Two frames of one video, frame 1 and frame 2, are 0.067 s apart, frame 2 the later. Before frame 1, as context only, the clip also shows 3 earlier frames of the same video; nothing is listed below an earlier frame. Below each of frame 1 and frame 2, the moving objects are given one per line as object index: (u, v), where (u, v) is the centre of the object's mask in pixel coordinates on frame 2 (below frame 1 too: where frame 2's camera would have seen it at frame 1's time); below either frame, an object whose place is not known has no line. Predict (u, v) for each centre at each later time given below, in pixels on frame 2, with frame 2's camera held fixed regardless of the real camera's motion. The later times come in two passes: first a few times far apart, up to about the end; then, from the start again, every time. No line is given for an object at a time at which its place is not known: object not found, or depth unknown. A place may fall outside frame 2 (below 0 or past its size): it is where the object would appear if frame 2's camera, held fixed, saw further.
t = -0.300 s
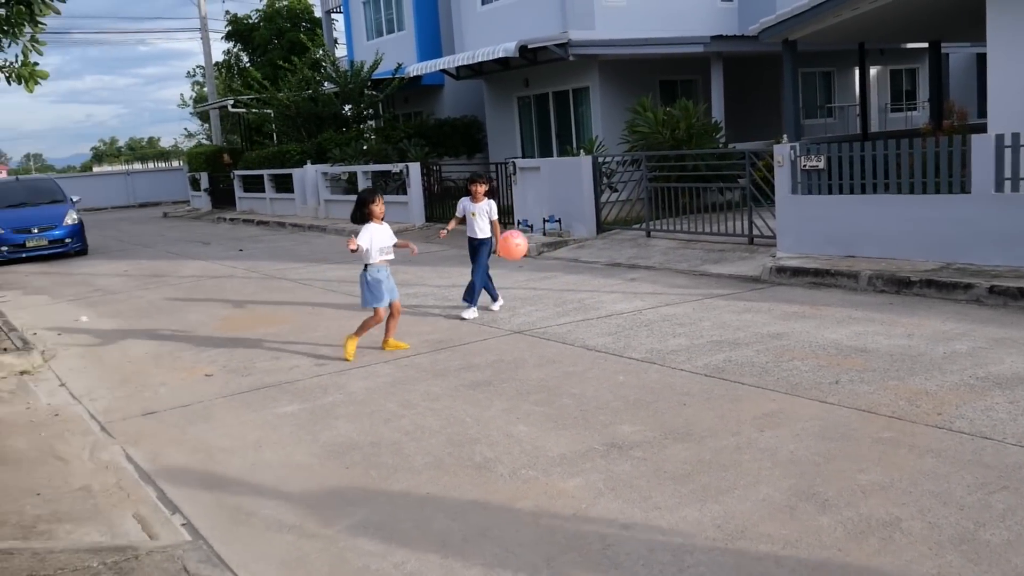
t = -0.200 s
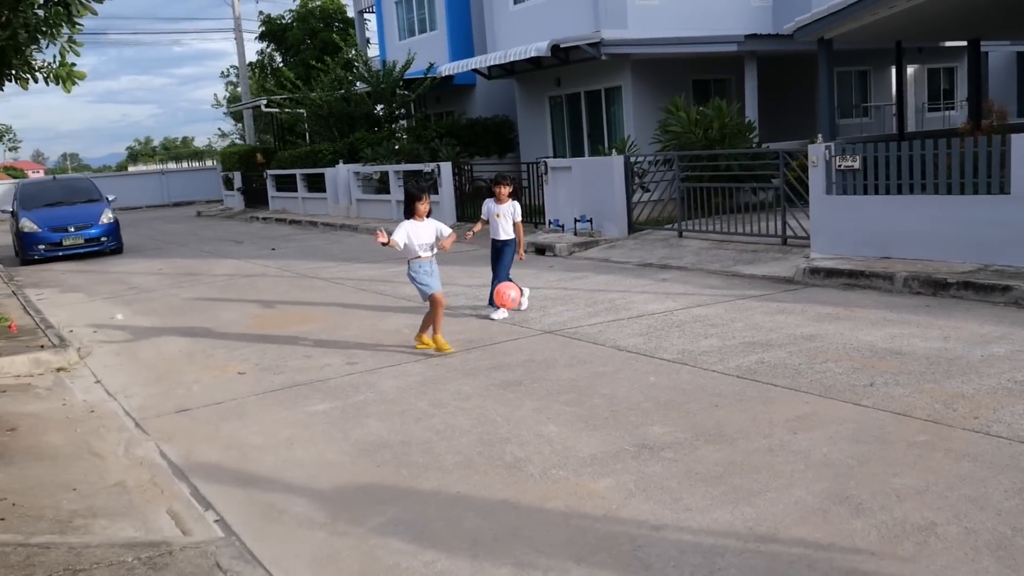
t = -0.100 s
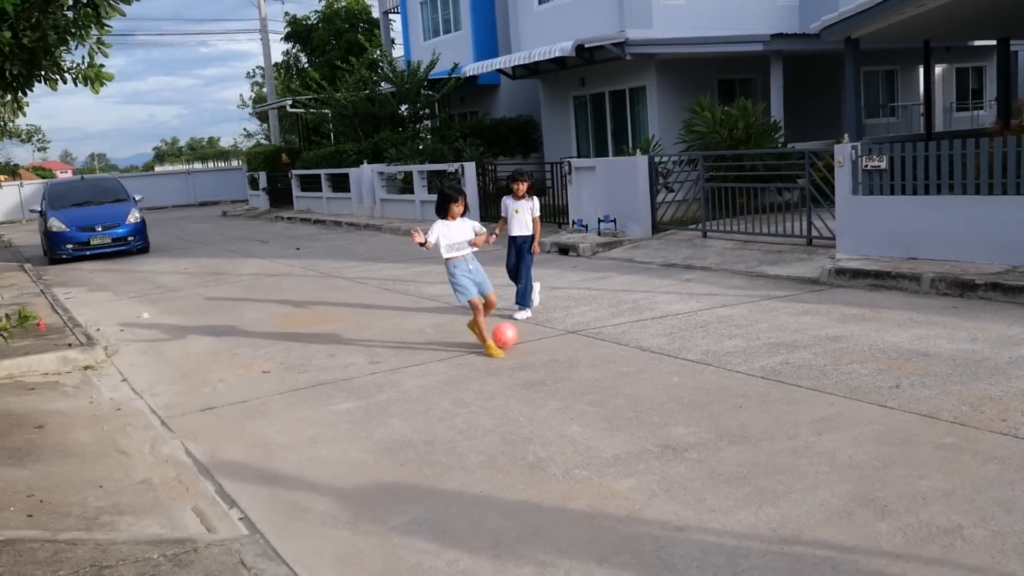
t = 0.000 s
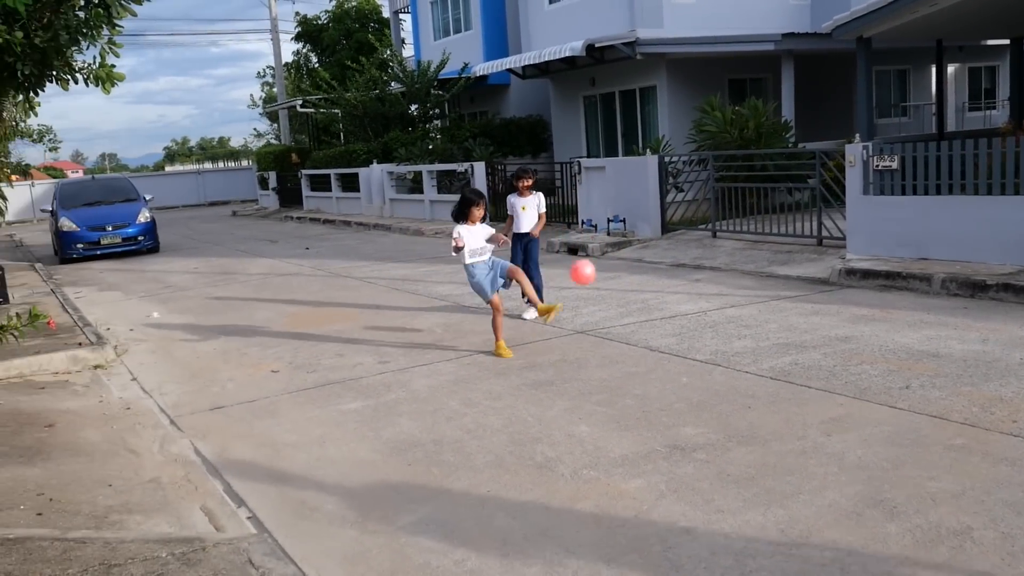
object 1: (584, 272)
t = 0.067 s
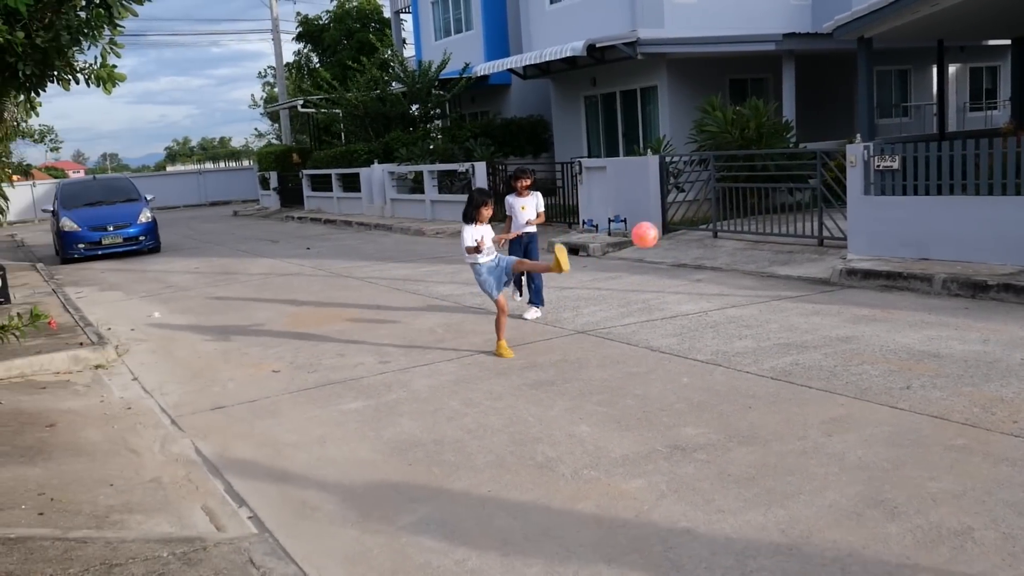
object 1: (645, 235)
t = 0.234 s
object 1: (799, 164)
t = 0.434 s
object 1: (976, 128)
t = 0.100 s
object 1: (676, 218)
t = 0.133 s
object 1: (707, 202)
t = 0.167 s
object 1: (737, 188)
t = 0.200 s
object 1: (768, 176)
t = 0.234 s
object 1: (799, 164)
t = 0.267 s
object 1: (829, 154)
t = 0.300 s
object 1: (859, 147)
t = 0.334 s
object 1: (889, 140)
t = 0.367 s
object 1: (919, 134)
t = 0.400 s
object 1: (947, 130)
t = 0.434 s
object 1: (976, 128)
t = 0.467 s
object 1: (1005, 127)
